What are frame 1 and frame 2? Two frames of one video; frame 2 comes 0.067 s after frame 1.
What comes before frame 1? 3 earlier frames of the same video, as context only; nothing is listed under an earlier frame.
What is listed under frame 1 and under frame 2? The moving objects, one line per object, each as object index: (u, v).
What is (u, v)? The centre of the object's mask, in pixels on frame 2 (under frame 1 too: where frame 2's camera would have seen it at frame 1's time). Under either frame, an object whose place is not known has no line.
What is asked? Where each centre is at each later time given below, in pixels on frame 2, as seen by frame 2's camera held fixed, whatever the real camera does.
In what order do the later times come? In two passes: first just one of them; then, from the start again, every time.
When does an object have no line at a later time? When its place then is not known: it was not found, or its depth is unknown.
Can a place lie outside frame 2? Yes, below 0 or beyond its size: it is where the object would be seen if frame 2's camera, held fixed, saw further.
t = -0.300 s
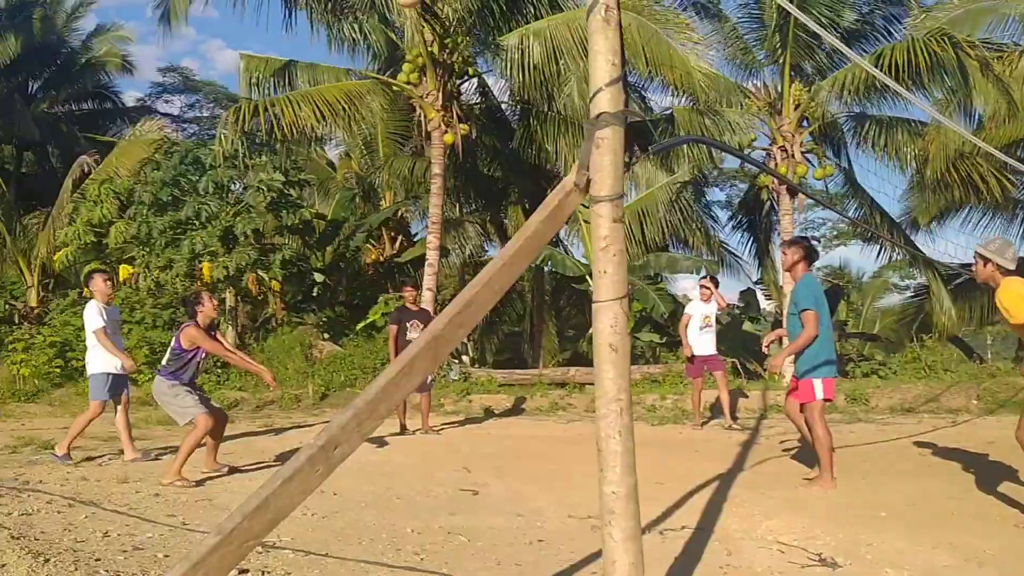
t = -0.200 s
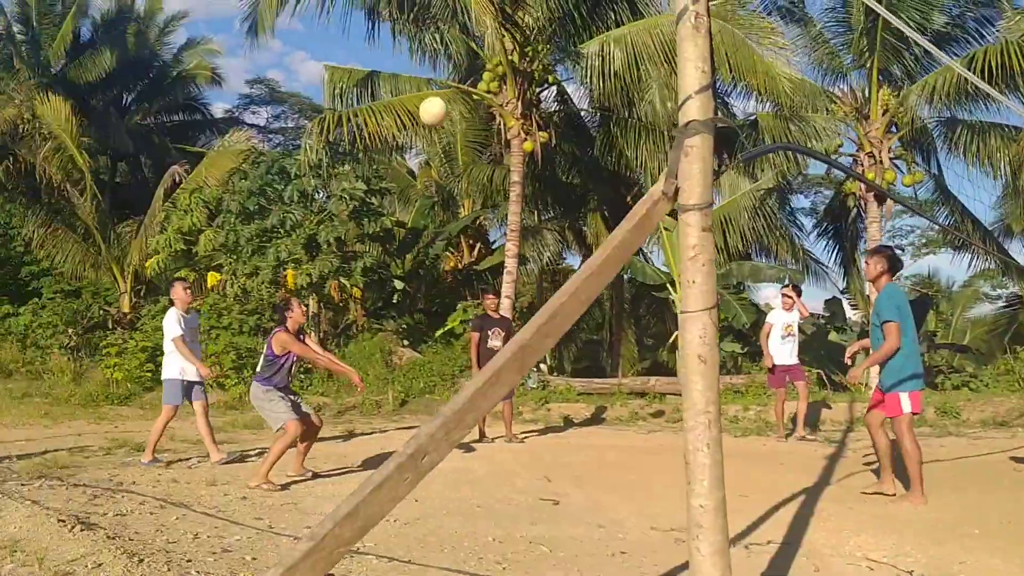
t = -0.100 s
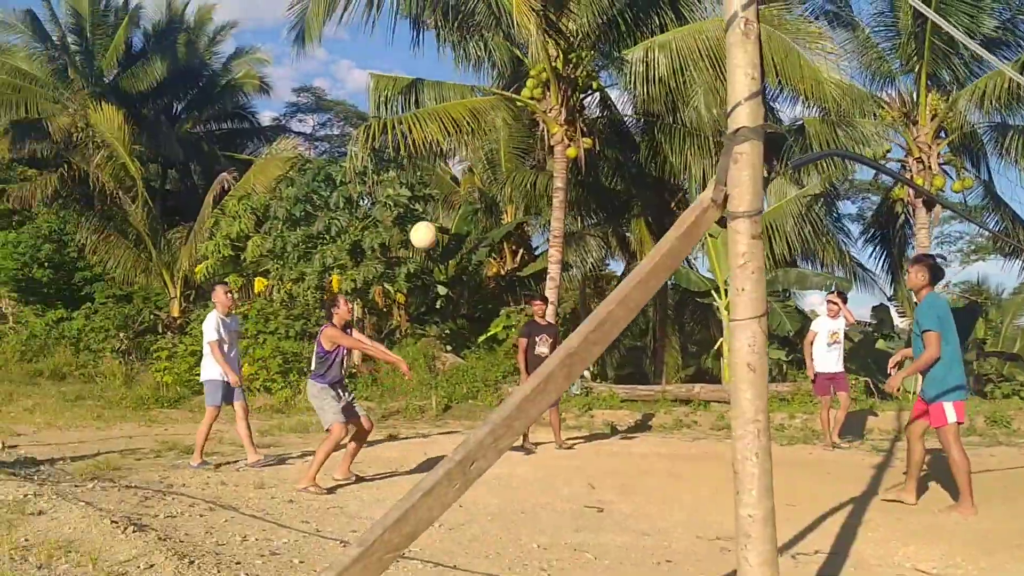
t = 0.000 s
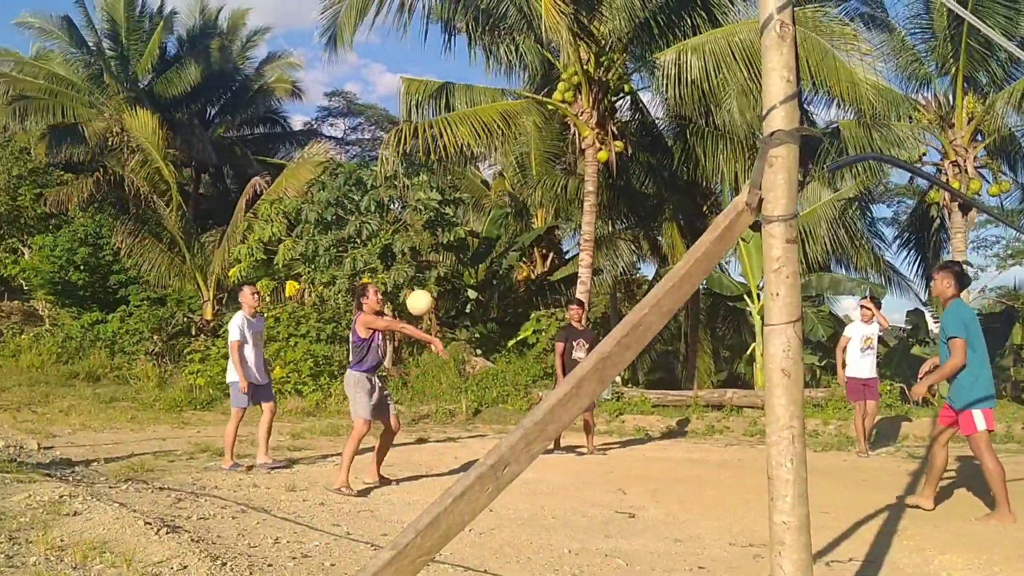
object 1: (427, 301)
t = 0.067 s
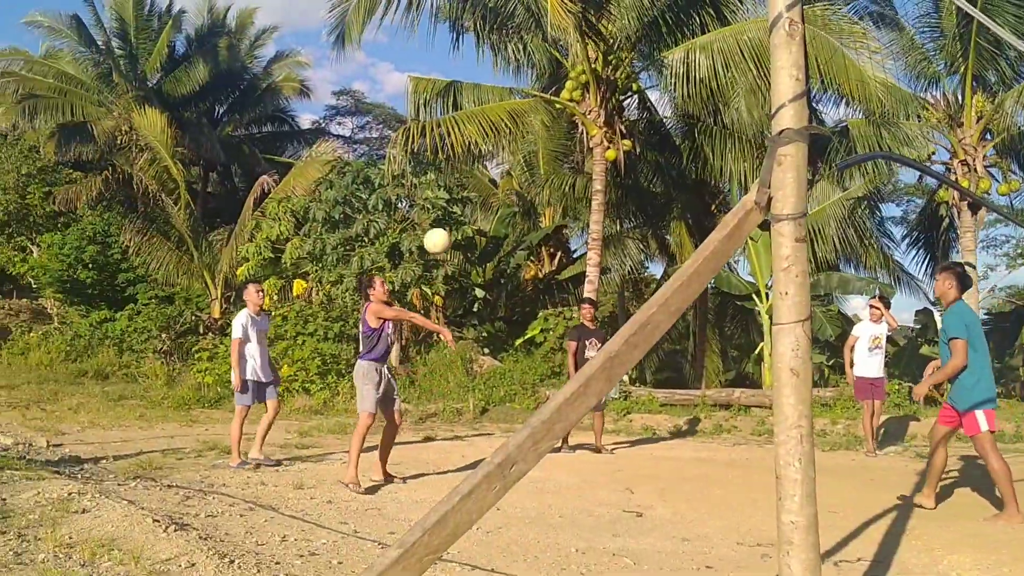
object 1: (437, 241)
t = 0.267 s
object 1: (469, 88)
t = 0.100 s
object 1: (442, 213)
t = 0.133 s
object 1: (446, 185)
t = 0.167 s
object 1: (452, 159)
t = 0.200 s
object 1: (457, 135)
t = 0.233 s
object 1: (463, 111)
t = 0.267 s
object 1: (469, 88)
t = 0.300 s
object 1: (476, 67)
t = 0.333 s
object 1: (482, 46)
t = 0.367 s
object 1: (488, 29)
